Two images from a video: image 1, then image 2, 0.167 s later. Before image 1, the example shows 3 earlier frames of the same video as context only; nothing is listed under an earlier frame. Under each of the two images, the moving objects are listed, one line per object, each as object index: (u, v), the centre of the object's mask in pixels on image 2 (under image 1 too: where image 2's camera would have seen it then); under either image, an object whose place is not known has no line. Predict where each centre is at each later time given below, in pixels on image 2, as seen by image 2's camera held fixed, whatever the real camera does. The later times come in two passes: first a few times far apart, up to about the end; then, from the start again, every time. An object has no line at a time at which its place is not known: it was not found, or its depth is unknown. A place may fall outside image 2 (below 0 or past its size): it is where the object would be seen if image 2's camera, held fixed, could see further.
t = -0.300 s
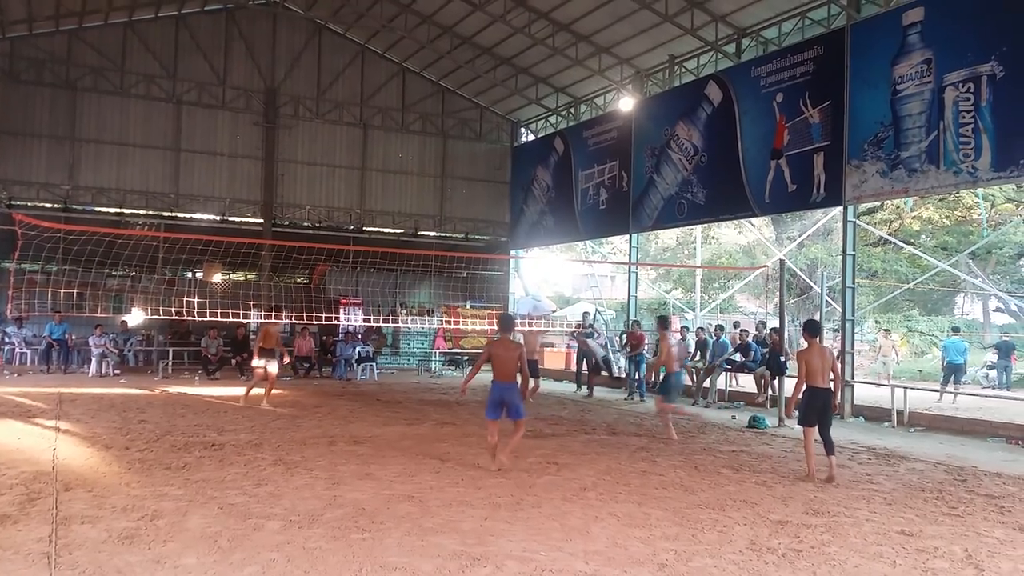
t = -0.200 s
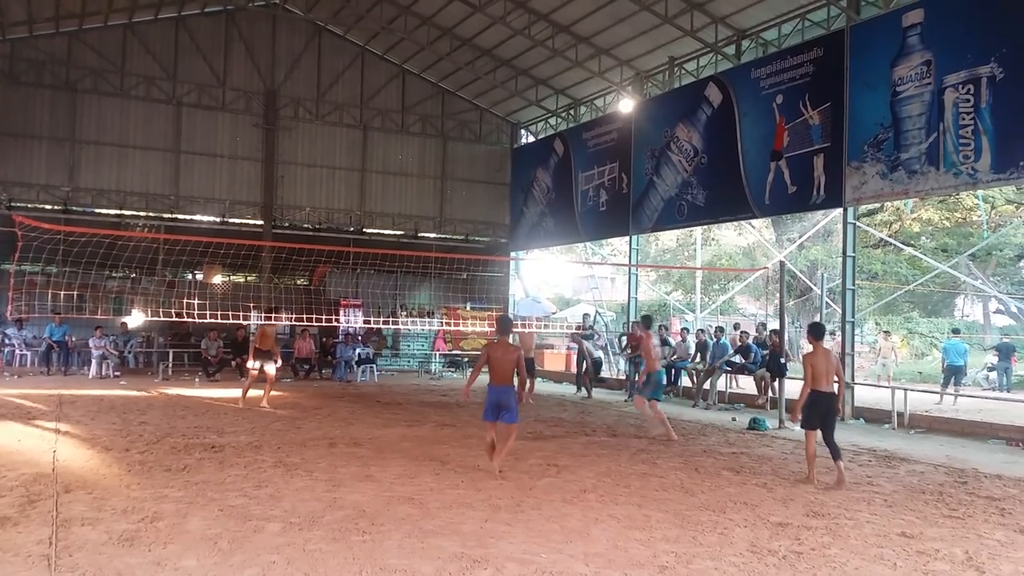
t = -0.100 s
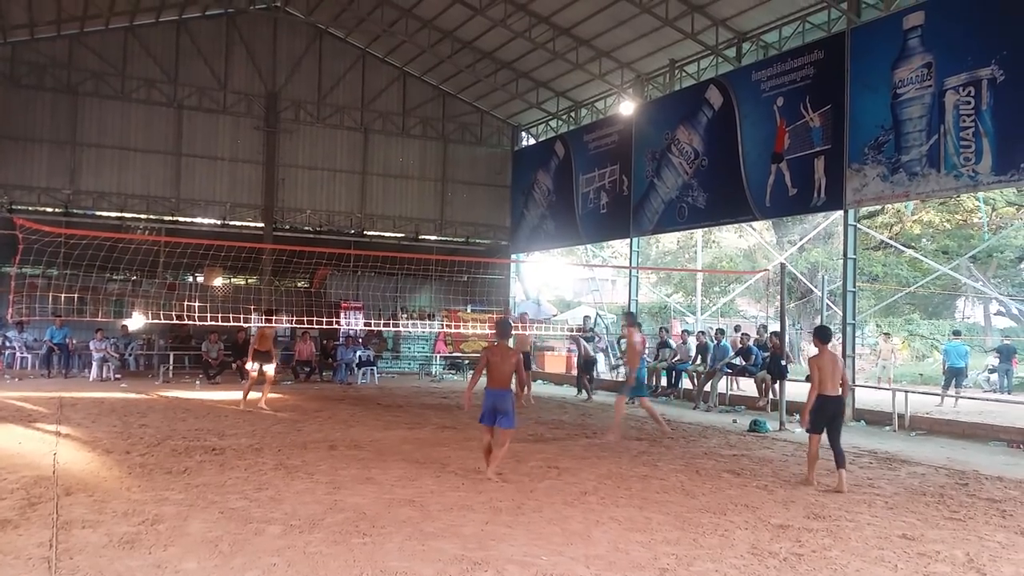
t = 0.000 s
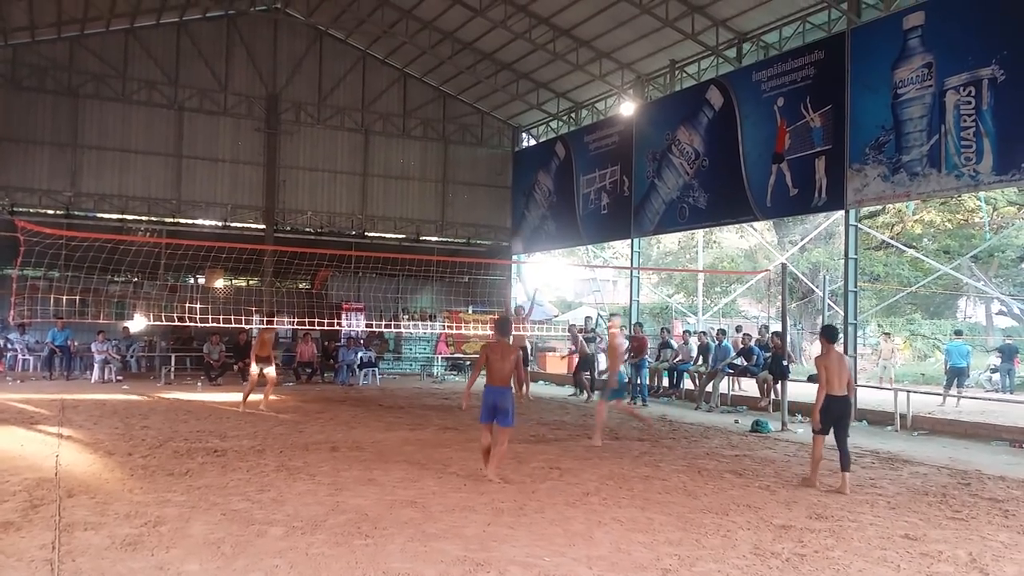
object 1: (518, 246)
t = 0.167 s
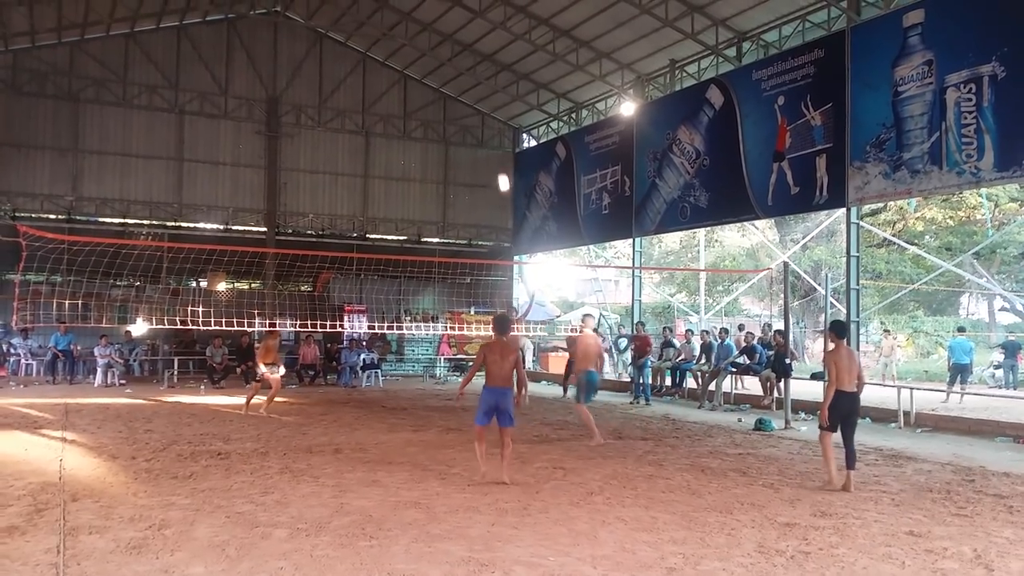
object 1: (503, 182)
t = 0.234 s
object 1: (497, 161)
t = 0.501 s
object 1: (470, 93)
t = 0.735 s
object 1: (446, 64)
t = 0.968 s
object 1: (418, 68)
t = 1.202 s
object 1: (389, 108)
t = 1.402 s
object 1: (363, 176)
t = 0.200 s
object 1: (500, 173)
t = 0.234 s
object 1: (497, 161)
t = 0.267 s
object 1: (493, 150)
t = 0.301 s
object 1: (490, 140)
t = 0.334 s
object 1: (487, 132)
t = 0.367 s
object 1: (484, 122)
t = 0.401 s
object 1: (480, 115)
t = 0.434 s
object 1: (477, 106)
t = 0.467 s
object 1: (474, 99)
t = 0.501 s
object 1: (470, 93)
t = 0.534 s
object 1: (467, 87)
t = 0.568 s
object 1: (464, 81)
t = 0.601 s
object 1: (460, 77)
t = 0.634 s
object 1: (456, 73)
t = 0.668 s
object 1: (453, 69)
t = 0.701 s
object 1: (449, 66)
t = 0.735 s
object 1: (446, 64)
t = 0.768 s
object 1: (442, 63)
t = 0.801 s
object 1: (438, 61)
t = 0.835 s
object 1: (434, 61)
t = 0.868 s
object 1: (430, 61)
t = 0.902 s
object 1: (426, 63)
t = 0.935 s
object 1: (422, 65)
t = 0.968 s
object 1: (418, 68)
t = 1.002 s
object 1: (415, 71)
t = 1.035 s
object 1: (410, 75)
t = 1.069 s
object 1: (406, 81)
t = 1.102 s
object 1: (402, 86)
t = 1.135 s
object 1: (398, 93)
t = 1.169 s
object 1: (394, 100)
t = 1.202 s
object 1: (389, 108)
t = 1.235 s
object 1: (385, 117)
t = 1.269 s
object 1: (380, 127)
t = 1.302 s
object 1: (376, 138)
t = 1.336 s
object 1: (372, 149)
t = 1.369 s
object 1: (367, 162)
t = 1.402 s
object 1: (363, 176)
